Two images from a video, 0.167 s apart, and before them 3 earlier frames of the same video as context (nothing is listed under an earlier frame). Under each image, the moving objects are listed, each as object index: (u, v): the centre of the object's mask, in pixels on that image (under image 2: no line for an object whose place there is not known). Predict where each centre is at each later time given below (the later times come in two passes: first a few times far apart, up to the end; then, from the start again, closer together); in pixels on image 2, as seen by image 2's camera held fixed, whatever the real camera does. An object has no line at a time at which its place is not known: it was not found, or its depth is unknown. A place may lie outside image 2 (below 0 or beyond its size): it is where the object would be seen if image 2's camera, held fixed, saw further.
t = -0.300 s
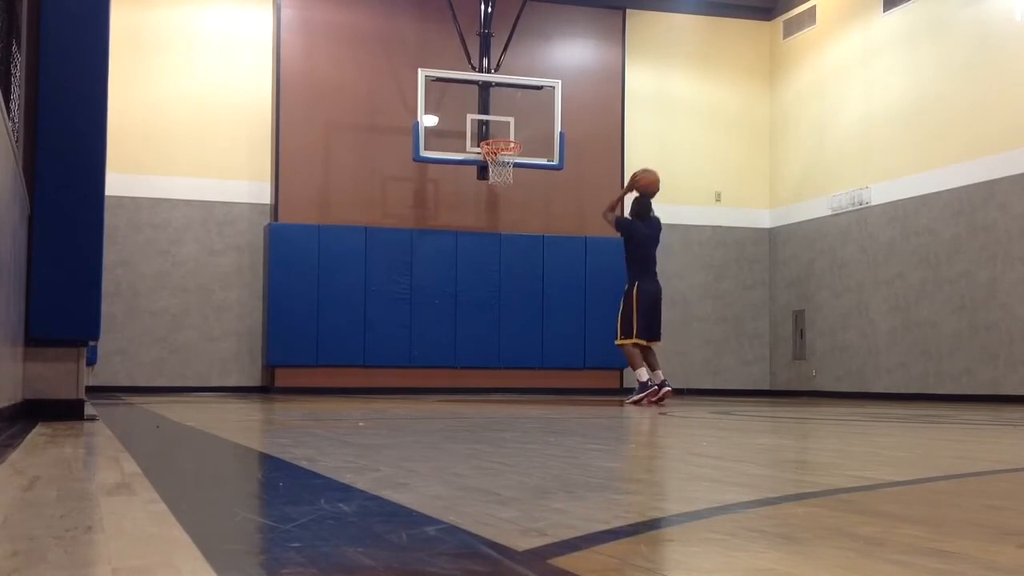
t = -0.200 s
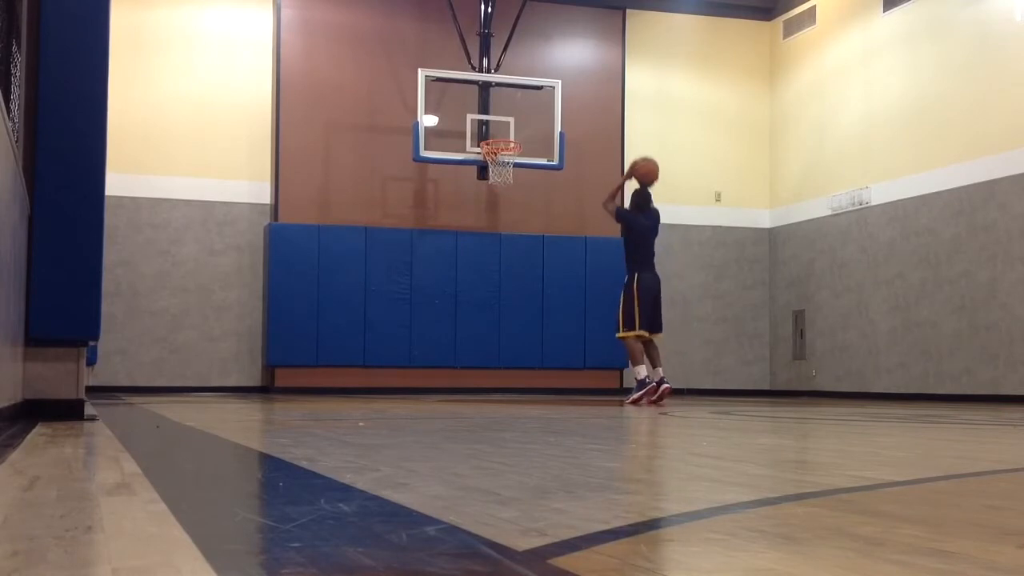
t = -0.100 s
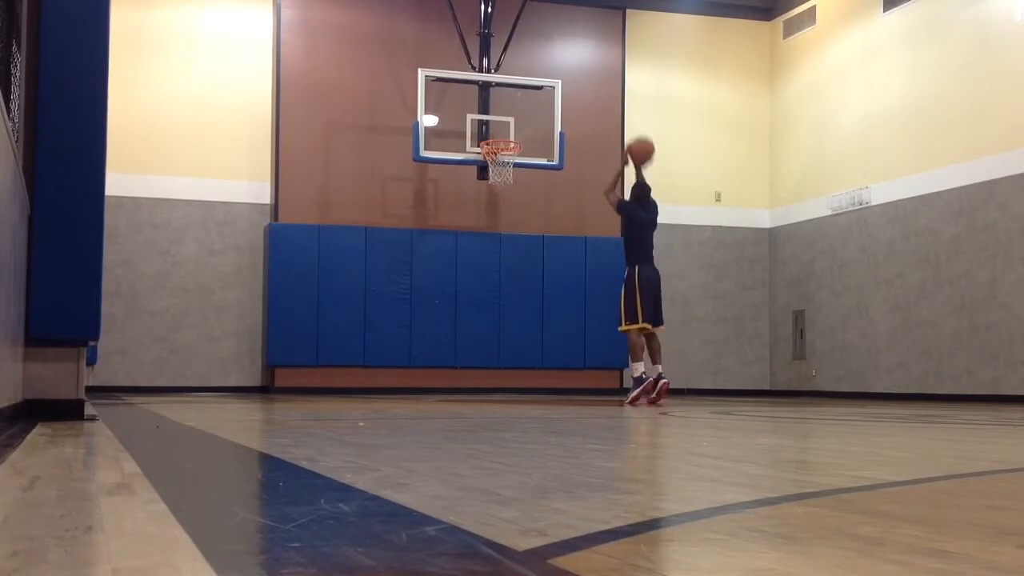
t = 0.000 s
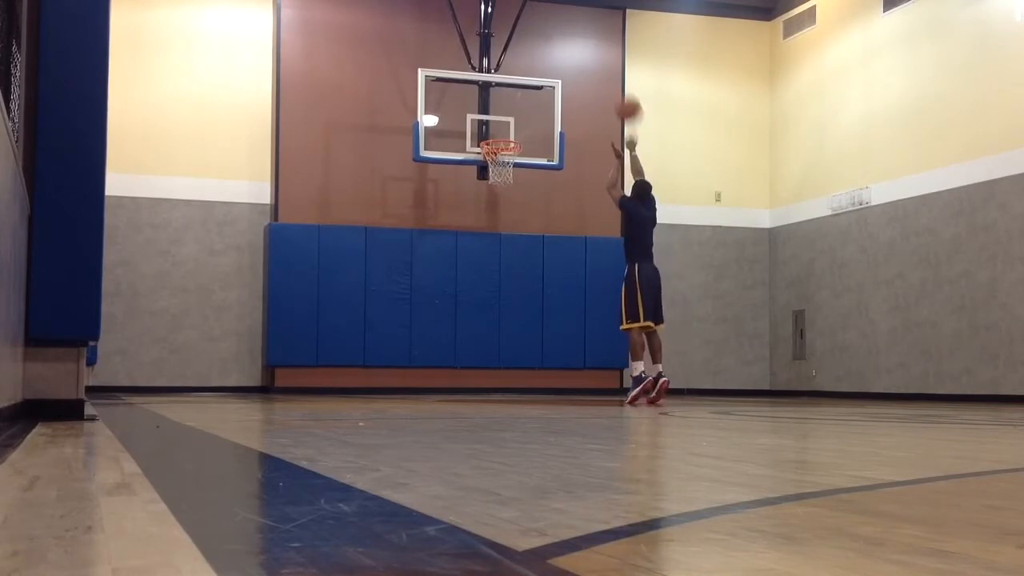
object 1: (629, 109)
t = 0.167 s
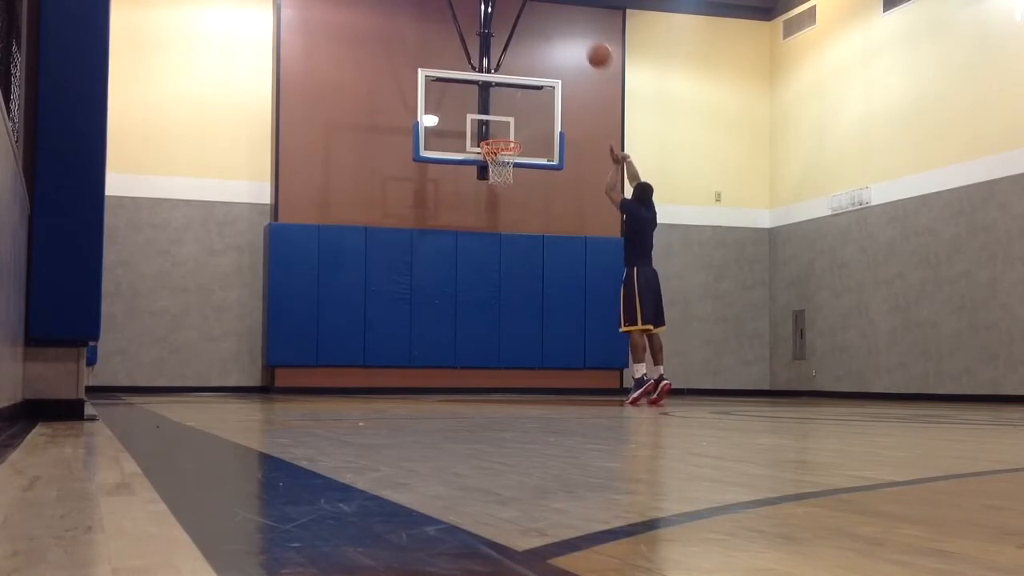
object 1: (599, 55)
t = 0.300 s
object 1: (579, 36)
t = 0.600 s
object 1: (537, 54)
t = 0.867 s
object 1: (506, 130)
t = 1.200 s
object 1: (500, 230)
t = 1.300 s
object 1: (502, 271)
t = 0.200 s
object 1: (594, 48)
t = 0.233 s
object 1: (589, 43)
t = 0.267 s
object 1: (583, 39)
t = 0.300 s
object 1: (579, 36)
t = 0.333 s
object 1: (574, 34)
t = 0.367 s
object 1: (569, 33)
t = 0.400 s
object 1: (564, 32)
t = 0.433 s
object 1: (559, 34)
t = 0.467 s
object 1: (555, 37)
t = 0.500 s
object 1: (550, 39)
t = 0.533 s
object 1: (546, 44)
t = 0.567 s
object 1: (542, 48)
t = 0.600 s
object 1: (537, 54)
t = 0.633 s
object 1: (533, 60)
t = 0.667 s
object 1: (528, 68)
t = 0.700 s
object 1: (525, 75)
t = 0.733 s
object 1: (520, 85)
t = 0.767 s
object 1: (516, 96)
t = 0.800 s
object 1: (514, 107)
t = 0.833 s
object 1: (509, 118)
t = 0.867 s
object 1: (506, 130)
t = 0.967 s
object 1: (497, 163)
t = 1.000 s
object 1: (497, 175)
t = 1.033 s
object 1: (496, 180)
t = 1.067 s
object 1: (497, 190)
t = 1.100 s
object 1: (498, 197)
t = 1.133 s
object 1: (499, 206)
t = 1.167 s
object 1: (500, 218)
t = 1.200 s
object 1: (500, 230)
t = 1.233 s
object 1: (502, 242)
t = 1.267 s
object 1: (502, 257)
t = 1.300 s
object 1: (502, 271)
